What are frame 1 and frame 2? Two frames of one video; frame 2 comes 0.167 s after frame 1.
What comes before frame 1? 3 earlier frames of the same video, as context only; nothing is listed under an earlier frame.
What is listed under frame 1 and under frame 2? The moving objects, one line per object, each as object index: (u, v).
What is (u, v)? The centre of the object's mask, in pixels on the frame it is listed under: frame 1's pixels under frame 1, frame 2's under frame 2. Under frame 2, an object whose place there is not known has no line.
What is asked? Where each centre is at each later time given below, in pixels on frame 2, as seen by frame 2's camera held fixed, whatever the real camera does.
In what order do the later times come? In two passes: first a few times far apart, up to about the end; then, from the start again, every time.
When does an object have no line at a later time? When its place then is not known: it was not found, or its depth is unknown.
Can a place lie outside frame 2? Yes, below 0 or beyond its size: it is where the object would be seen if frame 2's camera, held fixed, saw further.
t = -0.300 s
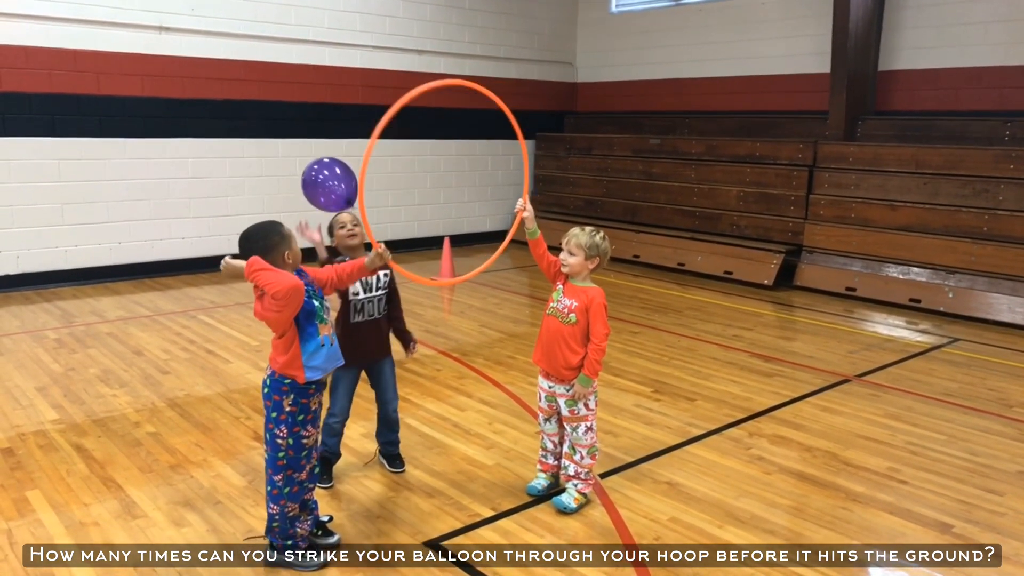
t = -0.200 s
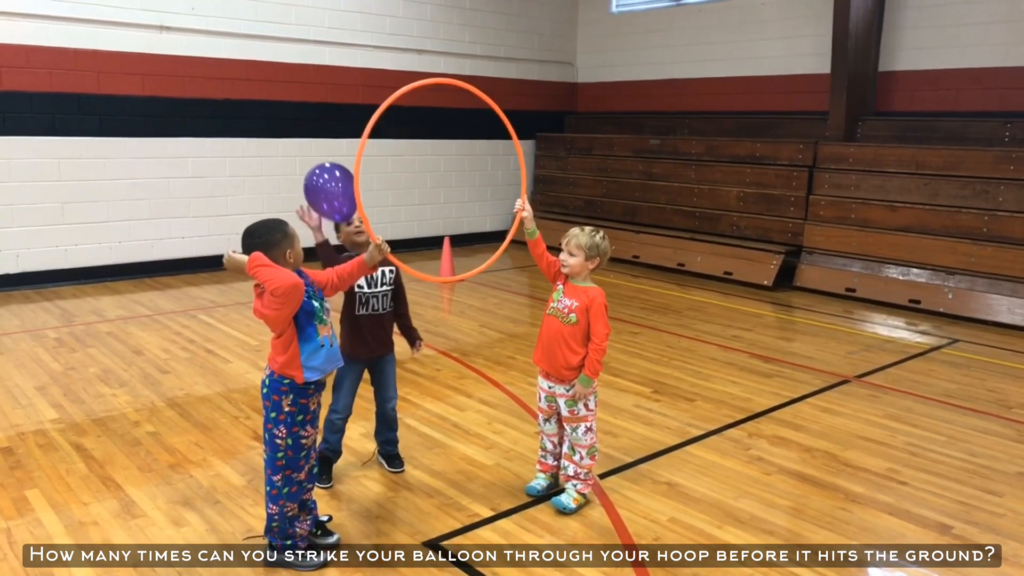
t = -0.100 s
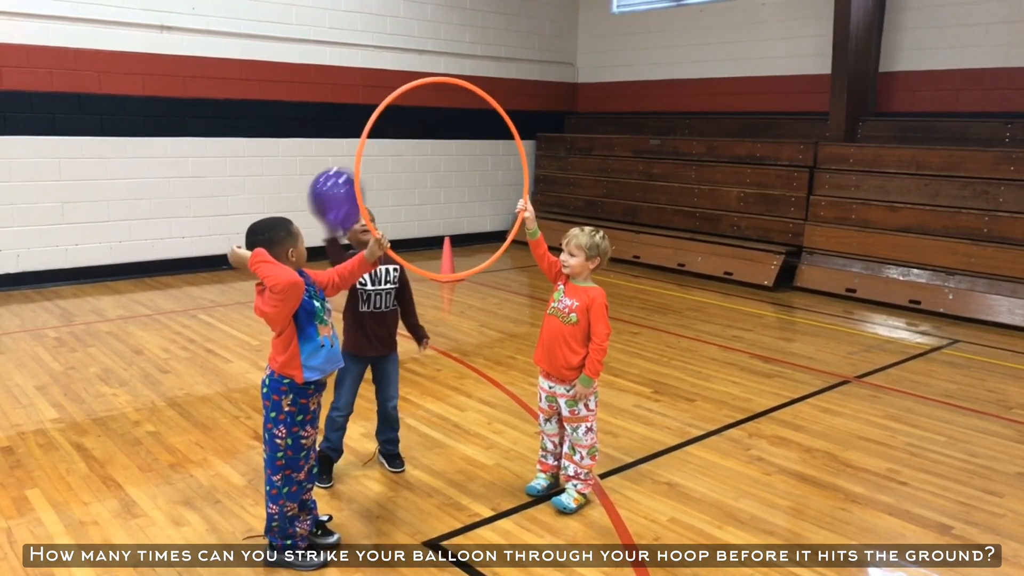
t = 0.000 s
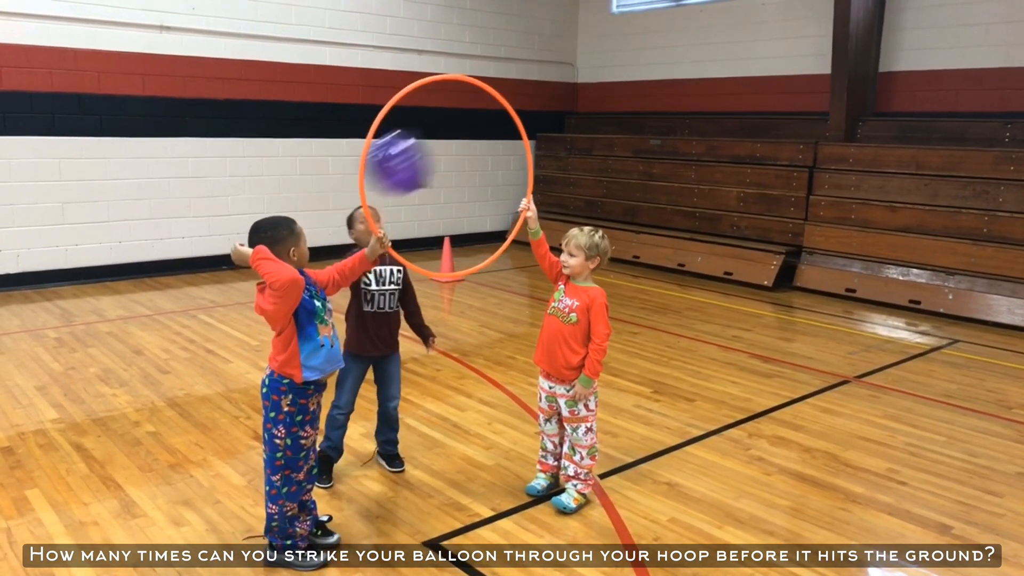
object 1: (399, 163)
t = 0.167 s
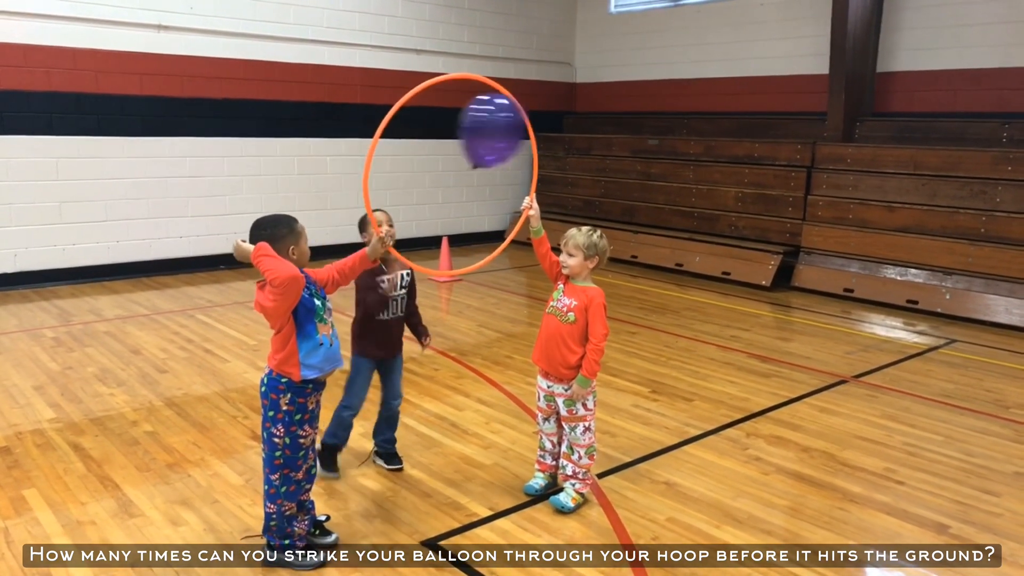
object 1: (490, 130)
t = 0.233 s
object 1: (512, 133)
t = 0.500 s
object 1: (563, 135)
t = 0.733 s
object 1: (600, 153)
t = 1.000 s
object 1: (631, 208)
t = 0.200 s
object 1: (503, 131)
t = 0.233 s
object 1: (512, 133)
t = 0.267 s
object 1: (519, 136)
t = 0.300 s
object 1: (526, 137)
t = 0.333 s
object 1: (532, 137)
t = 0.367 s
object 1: (537, 136)
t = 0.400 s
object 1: (543, 136)
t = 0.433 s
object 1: (549, 136)
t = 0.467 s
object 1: (556, 136)
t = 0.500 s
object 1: (563, 135)
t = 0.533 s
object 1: (568, 136)
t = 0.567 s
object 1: (574, 137)
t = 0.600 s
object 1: (579, 139)
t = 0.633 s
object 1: (585, 142)
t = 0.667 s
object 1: (590, 145)
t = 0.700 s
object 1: (595, 149)
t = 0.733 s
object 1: (600, 153)
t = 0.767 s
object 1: (605, 158)
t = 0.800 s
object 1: (609, 164)
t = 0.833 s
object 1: (613, 170)
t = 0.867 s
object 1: (617, 176)
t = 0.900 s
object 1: (621, 184)
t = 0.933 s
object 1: (625, 191)
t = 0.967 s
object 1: (628, 199)
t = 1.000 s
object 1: (631, 208)
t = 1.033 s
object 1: (634, 218)
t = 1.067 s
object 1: (638, 228)
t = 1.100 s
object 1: (641, 238)
